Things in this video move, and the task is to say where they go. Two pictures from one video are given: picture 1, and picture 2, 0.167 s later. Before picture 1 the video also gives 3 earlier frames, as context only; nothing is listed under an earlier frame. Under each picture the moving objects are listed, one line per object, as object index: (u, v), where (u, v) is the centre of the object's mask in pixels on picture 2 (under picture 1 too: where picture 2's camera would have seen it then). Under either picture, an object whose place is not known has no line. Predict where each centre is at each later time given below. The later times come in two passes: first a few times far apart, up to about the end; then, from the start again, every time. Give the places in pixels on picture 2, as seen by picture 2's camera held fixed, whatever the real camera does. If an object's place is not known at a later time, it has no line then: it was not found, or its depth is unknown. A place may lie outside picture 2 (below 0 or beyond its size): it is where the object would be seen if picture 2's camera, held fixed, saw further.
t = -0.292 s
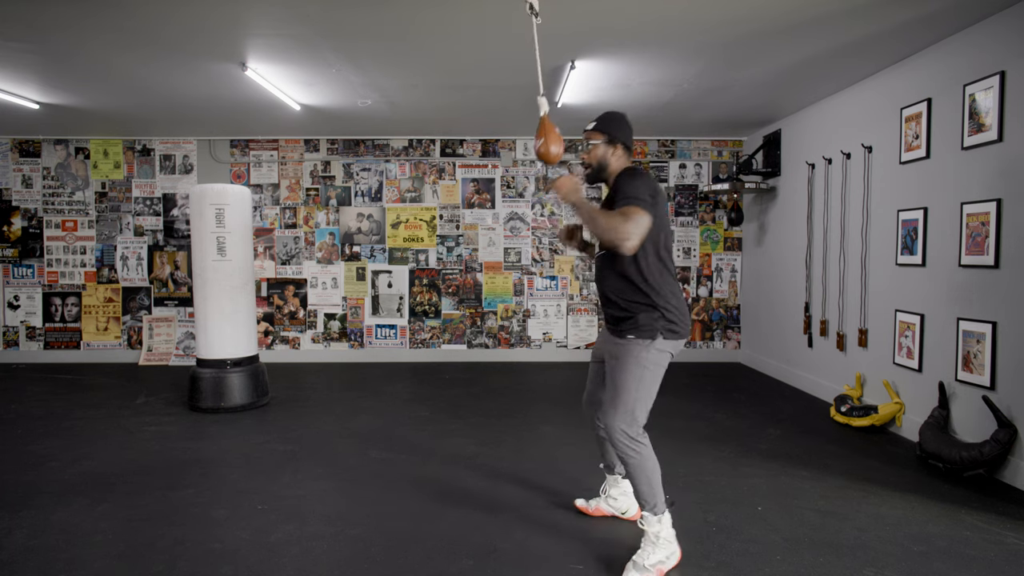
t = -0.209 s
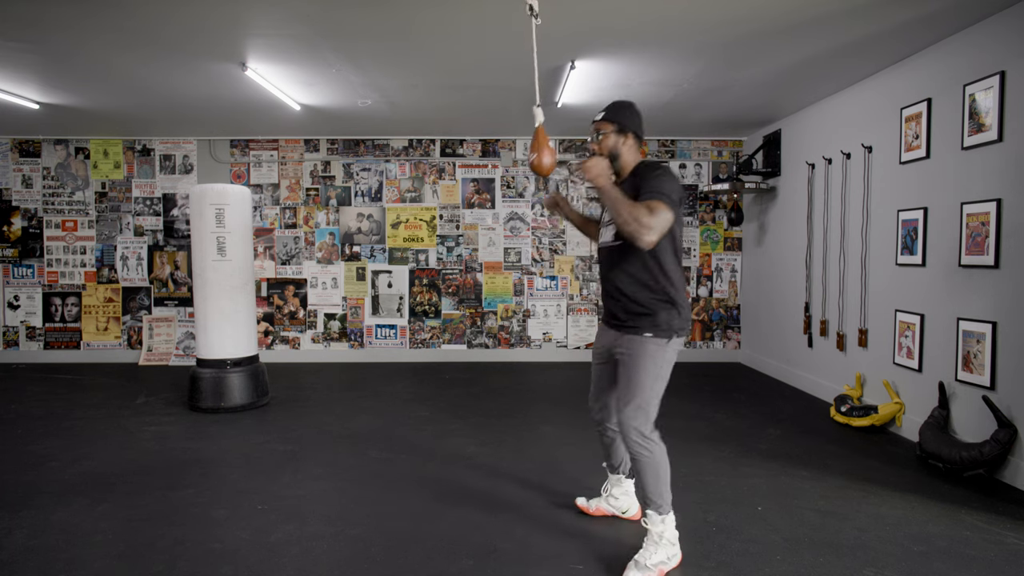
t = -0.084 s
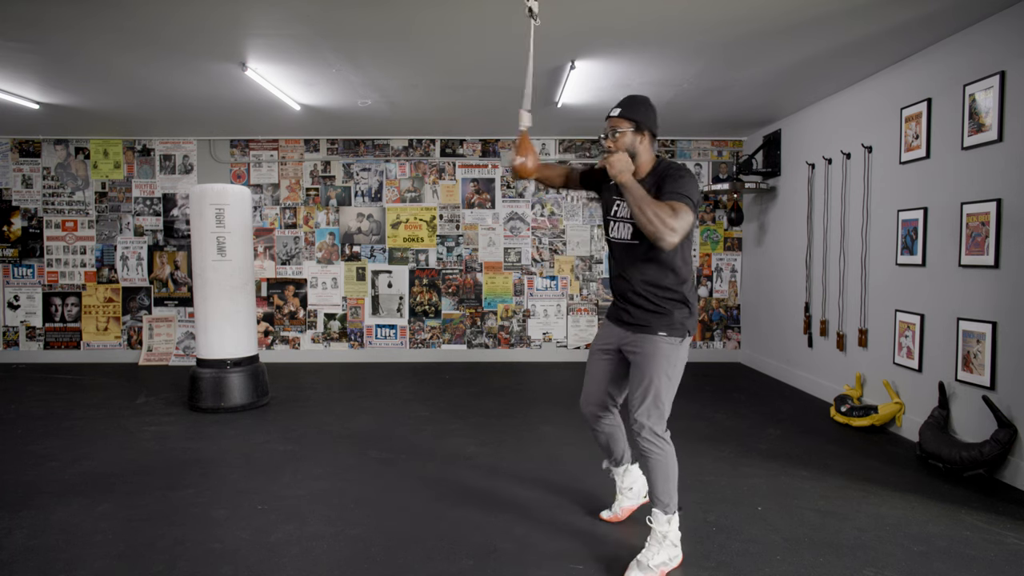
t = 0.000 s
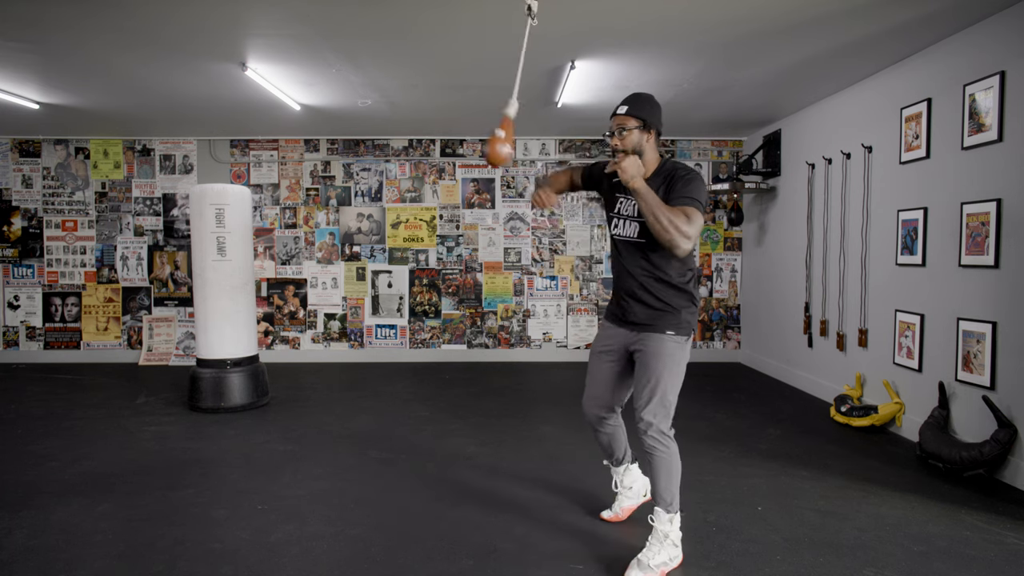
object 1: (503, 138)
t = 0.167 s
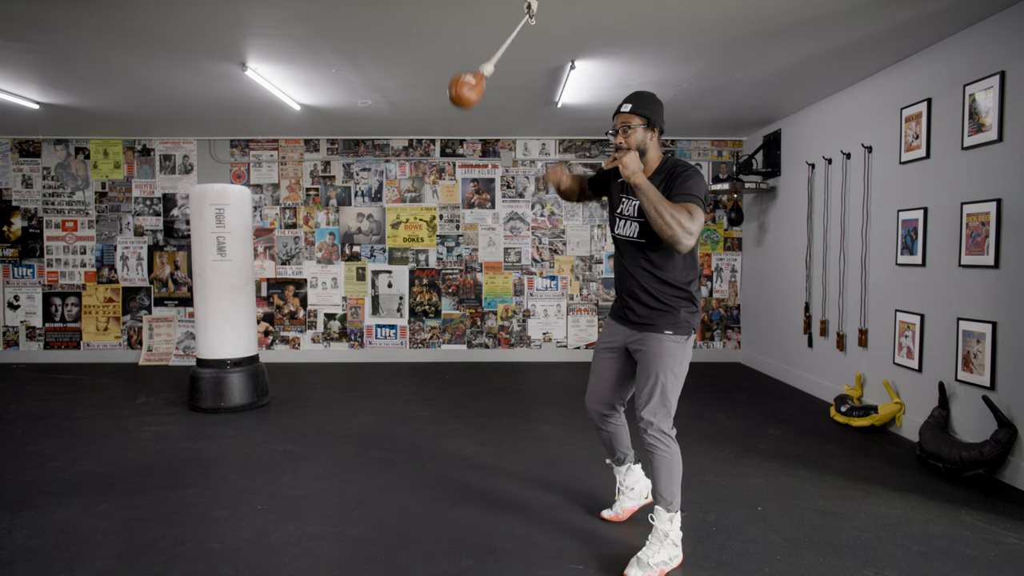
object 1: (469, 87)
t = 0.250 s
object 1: (464, 65)
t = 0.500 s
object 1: (480, 88)
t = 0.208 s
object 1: (466, 74)
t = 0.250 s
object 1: (464, 65)
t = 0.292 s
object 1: (464, 61)
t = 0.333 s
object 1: (465, 60)
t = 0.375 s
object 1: (467, 62)
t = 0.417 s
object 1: (470, 68)
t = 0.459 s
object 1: (475, 76)
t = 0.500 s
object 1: (480, 88)
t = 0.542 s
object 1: (488, 101)
